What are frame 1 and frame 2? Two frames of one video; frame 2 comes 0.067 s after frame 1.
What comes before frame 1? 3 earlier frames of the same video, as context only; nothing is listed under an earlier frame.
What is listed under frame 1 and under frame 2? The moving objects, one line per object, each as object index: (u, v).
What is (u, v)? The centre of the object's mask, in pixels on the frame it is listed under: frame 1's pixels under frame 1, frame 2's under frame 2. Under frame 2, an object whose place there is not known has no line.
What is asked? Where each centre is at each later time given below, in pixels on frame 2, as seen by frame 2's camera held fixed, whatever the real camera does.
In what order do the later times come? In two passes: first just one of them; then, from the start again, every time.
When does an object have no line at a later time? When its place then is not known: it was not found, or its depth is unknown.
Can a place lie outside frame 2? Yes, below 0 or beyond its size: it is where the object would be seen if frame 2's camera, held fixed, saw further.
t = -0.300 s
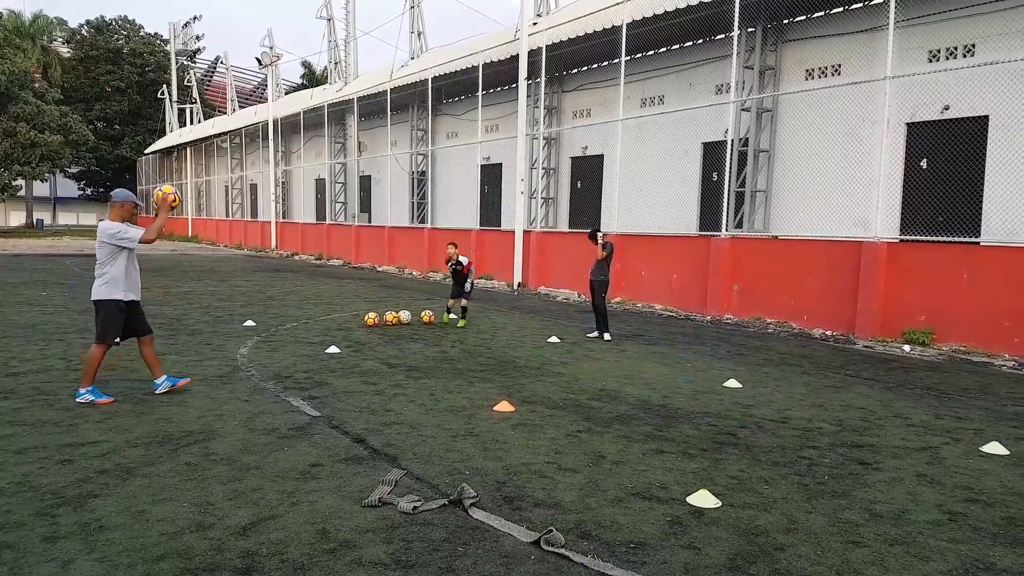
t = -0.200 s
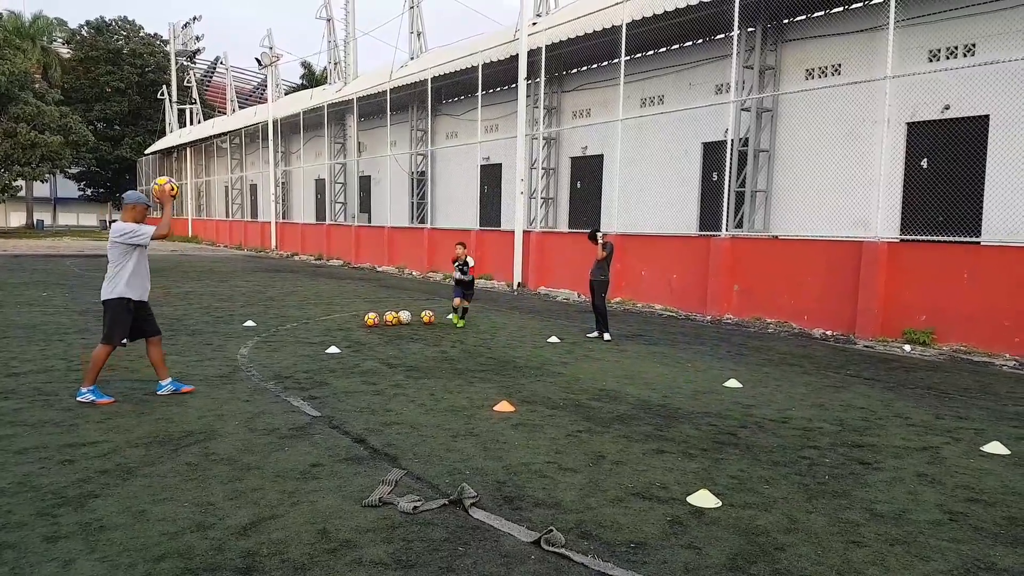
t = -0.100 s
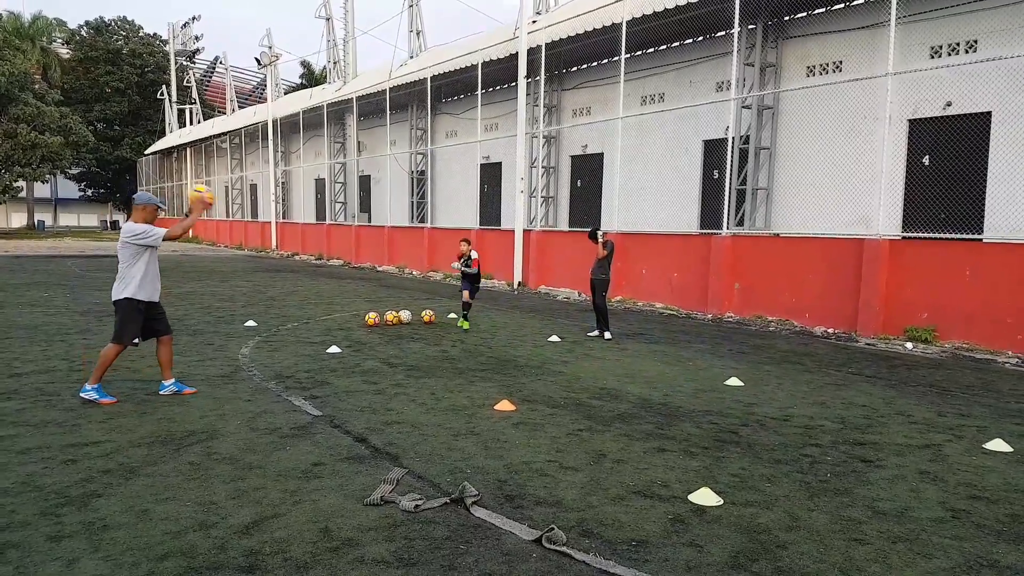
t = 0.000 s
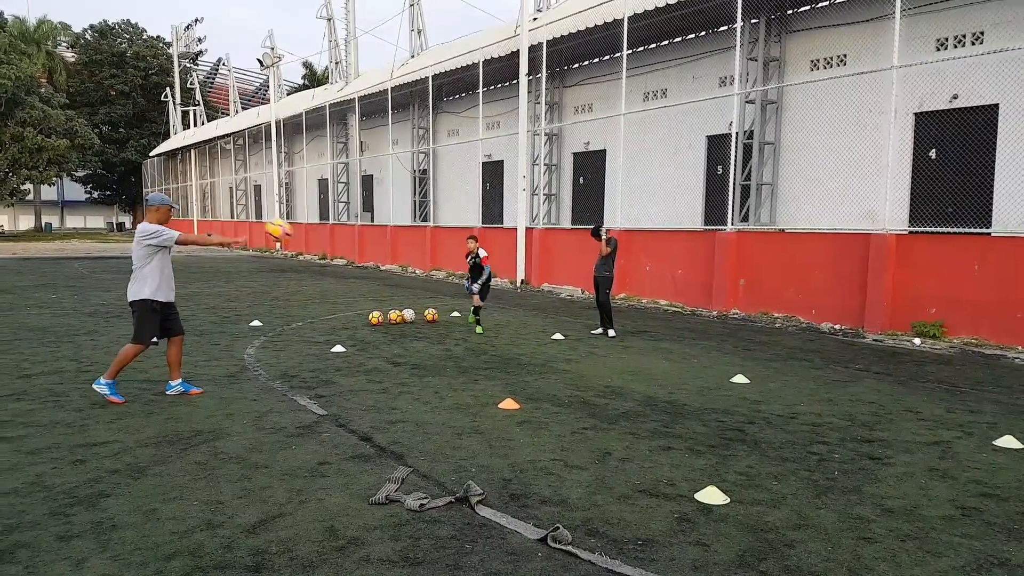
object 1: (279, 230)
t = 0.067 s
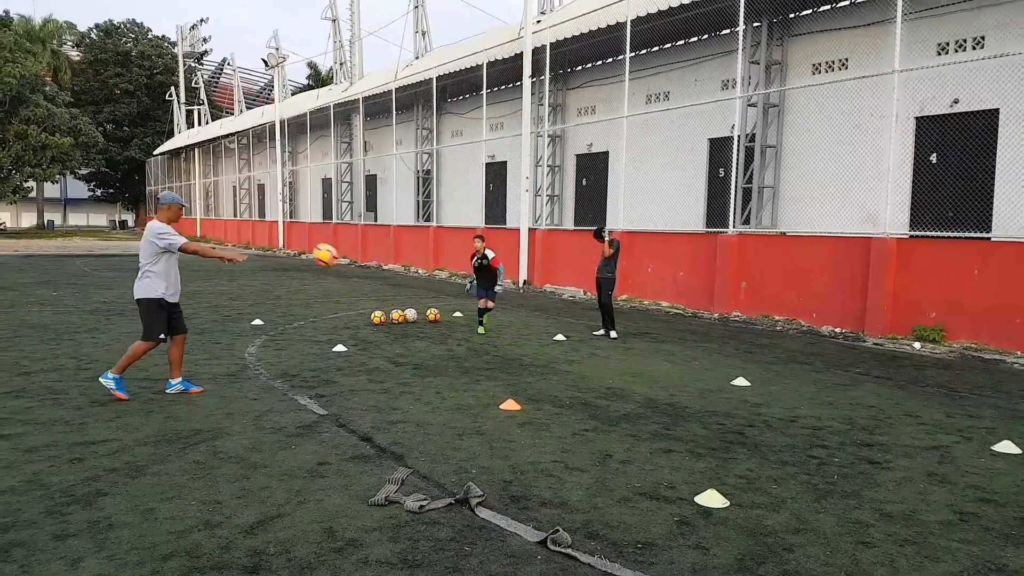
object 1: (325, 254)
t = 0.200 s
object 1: (403, 314)
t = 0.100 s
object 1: (345, 268)
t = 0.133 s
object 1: (365, 283)
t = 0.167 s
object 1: (384, 298)
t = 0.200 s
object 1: (403, 314)
